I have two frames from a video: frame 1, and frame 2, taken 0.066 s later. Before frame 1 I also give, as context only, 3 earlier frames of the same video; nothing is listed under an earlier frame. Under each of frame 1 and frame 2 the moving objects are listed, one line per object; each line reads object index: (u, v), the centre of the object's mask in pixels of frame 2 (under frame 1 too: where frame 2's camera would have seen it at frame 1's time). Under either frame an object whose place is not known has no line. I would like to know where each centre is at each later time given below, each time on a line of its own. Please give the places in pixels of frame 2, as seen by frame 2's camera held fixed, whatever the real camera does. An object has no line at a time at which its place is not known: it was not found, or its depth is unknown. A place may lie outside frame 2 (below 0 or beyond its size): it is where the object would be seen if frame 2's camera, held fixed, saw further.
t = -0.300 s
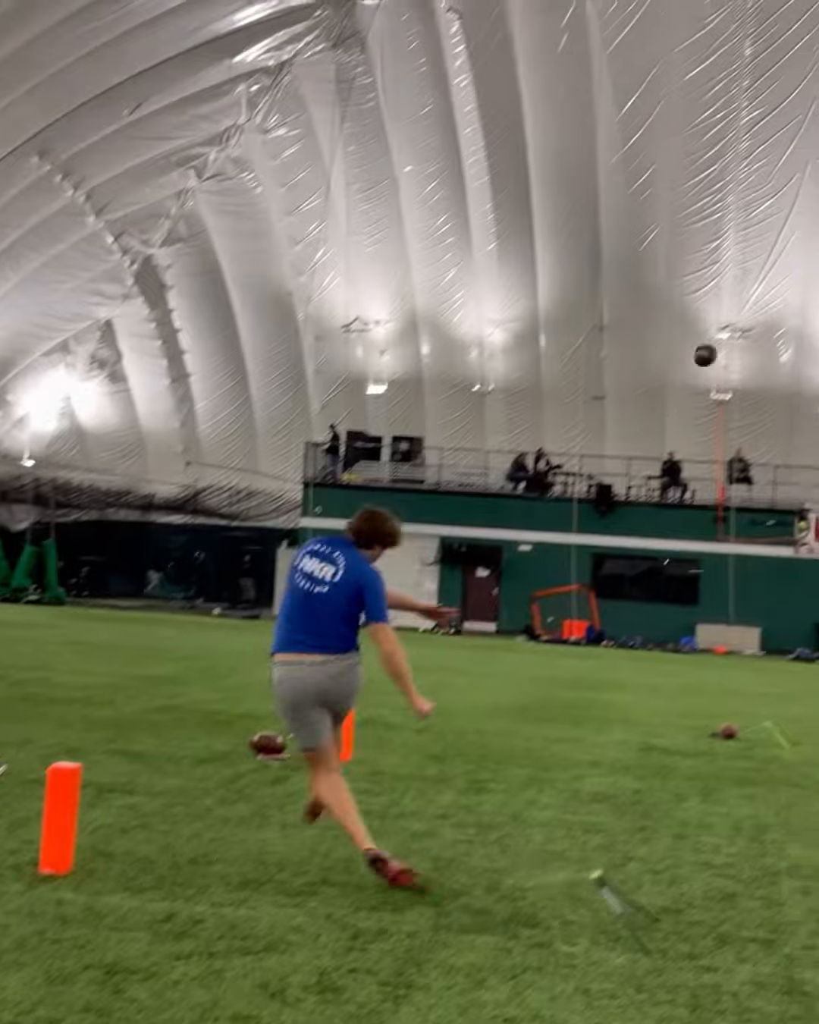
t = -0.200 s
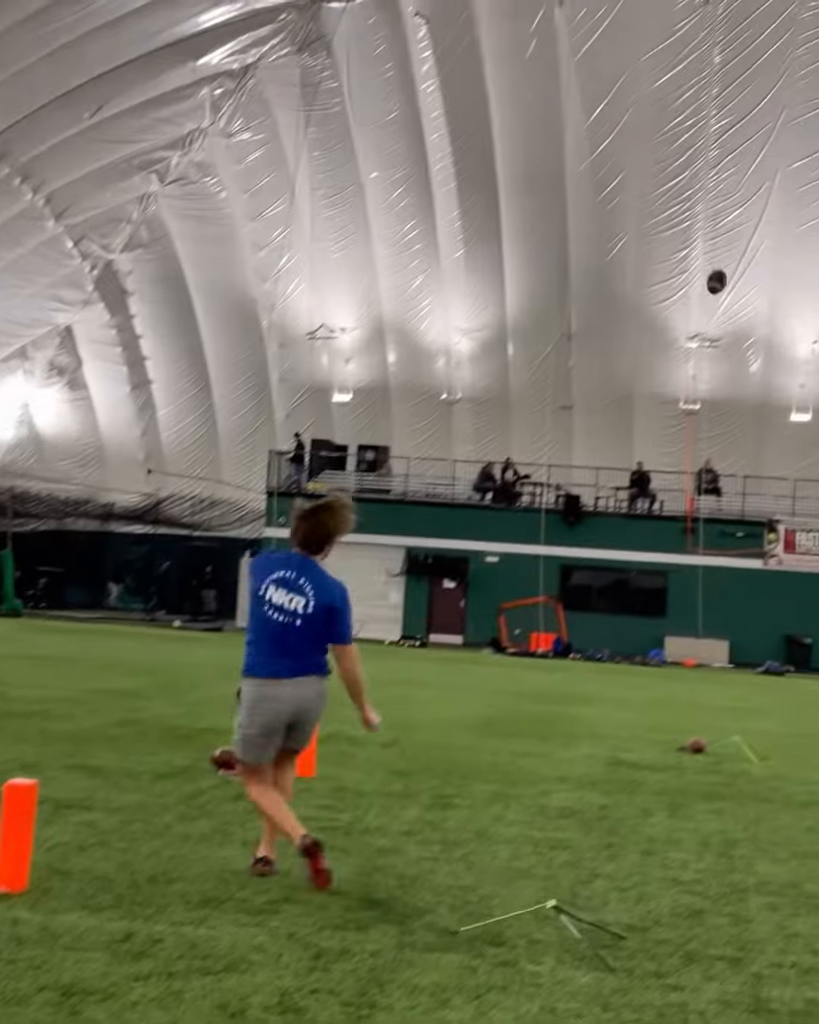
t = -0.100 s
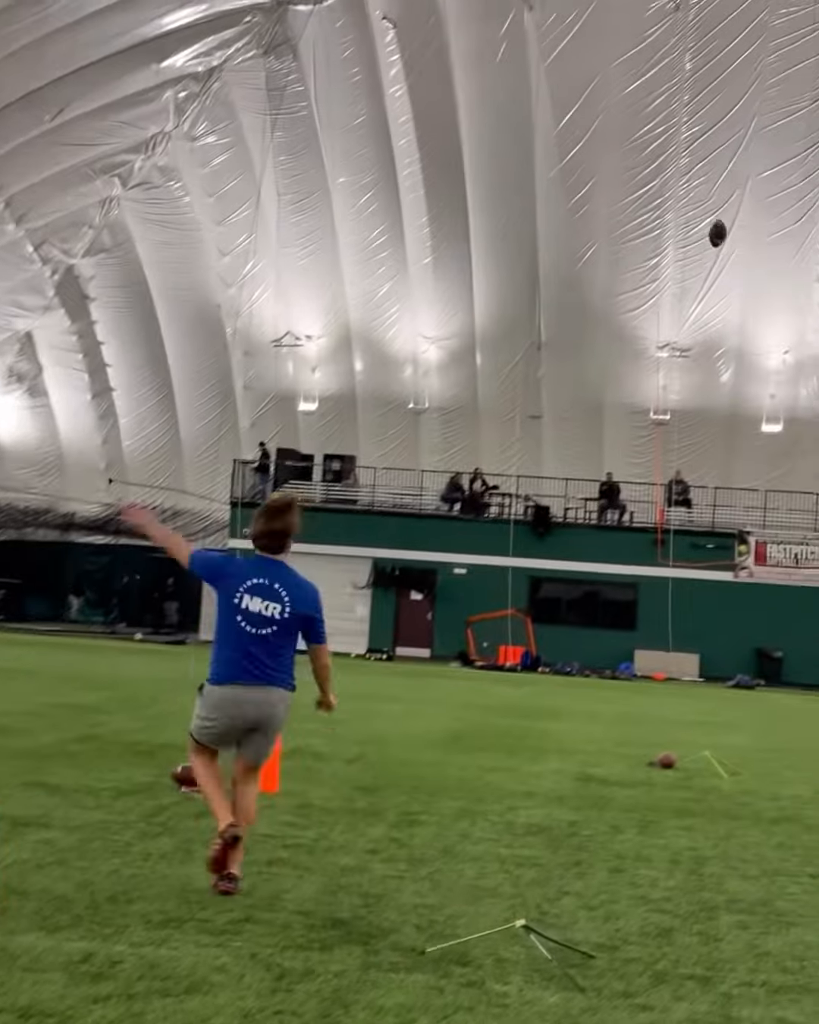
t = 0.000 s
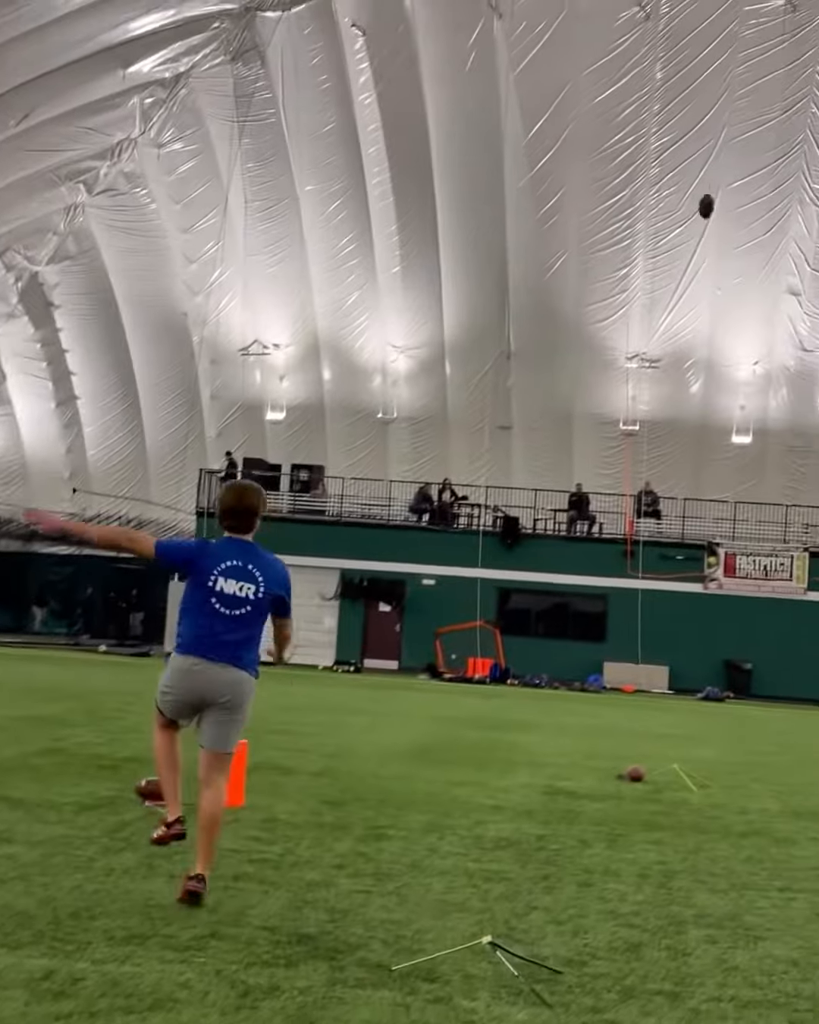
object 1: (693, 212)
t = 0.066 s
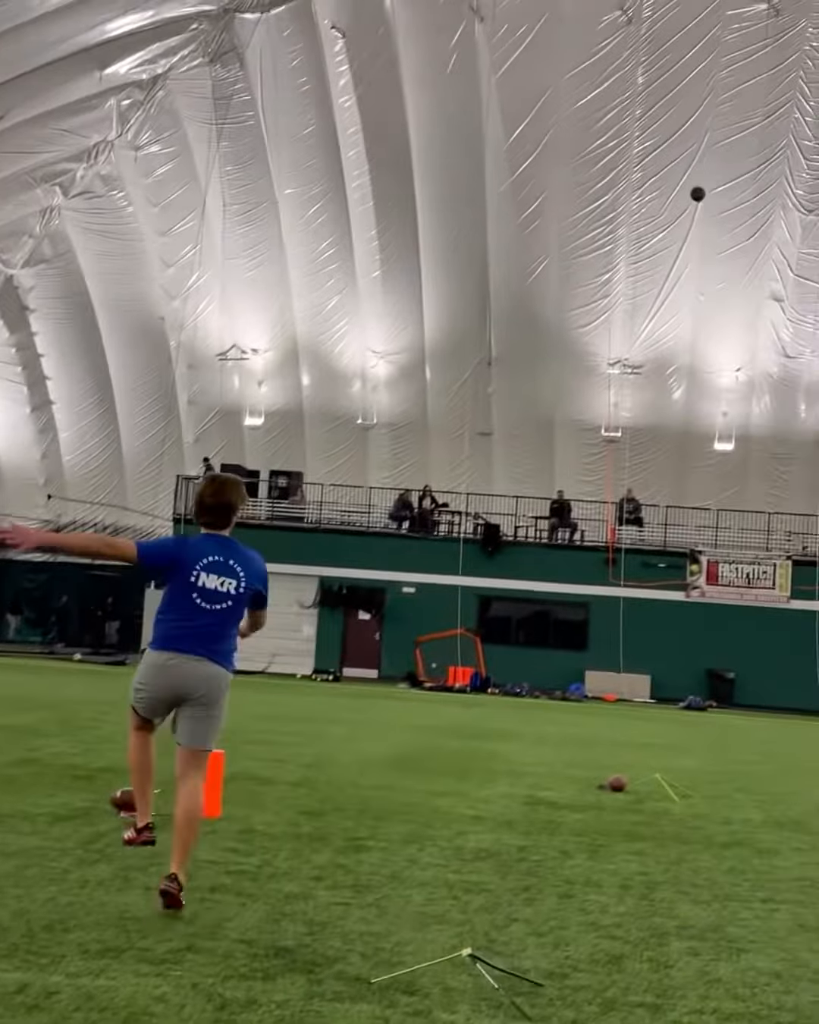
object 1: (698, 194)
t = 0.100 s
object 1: (700, 187)
